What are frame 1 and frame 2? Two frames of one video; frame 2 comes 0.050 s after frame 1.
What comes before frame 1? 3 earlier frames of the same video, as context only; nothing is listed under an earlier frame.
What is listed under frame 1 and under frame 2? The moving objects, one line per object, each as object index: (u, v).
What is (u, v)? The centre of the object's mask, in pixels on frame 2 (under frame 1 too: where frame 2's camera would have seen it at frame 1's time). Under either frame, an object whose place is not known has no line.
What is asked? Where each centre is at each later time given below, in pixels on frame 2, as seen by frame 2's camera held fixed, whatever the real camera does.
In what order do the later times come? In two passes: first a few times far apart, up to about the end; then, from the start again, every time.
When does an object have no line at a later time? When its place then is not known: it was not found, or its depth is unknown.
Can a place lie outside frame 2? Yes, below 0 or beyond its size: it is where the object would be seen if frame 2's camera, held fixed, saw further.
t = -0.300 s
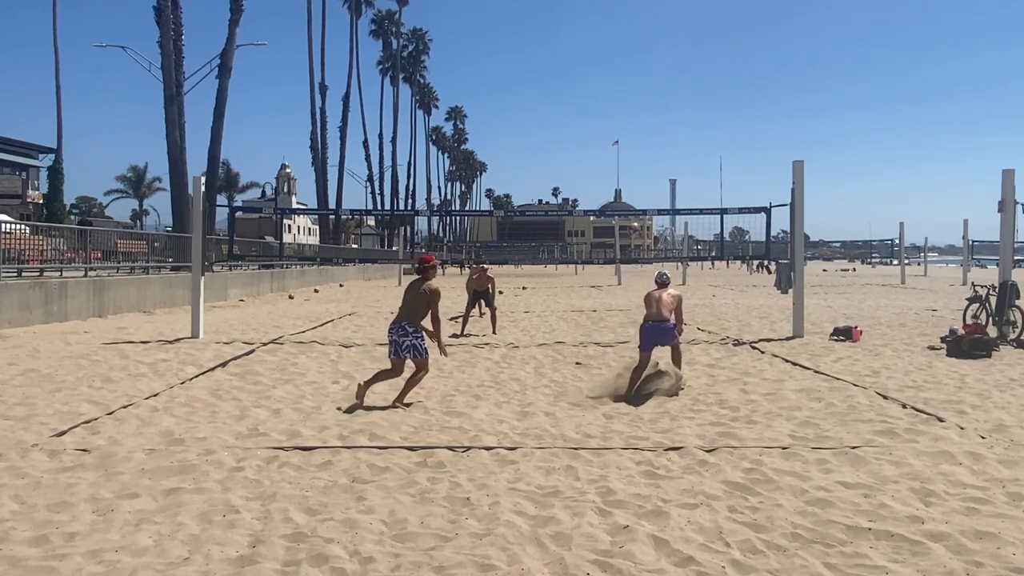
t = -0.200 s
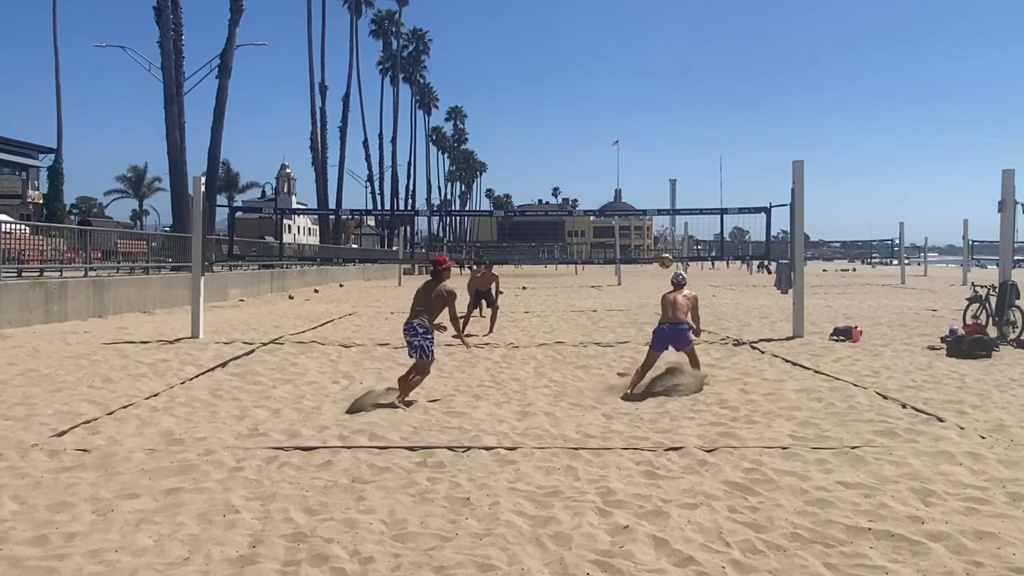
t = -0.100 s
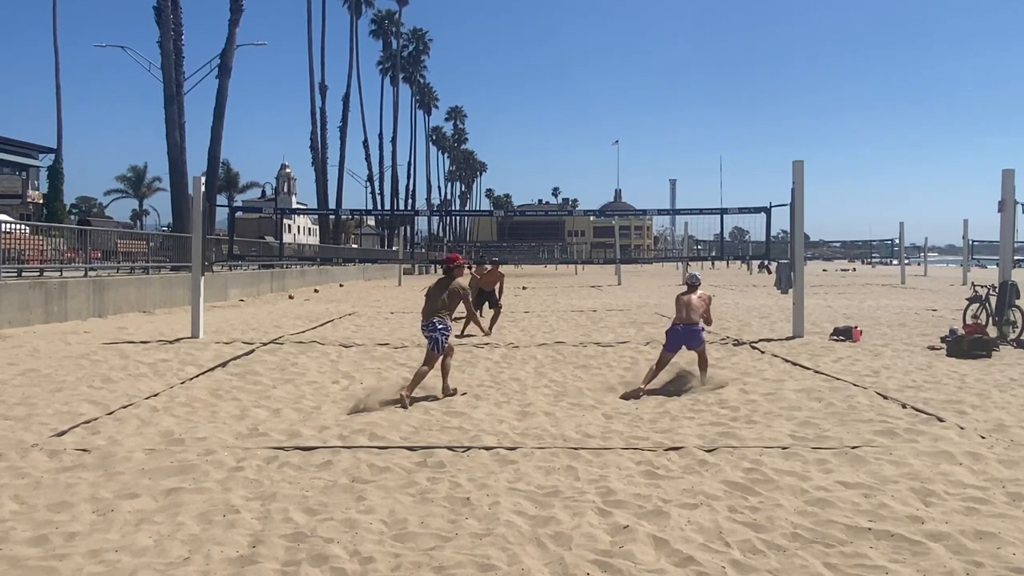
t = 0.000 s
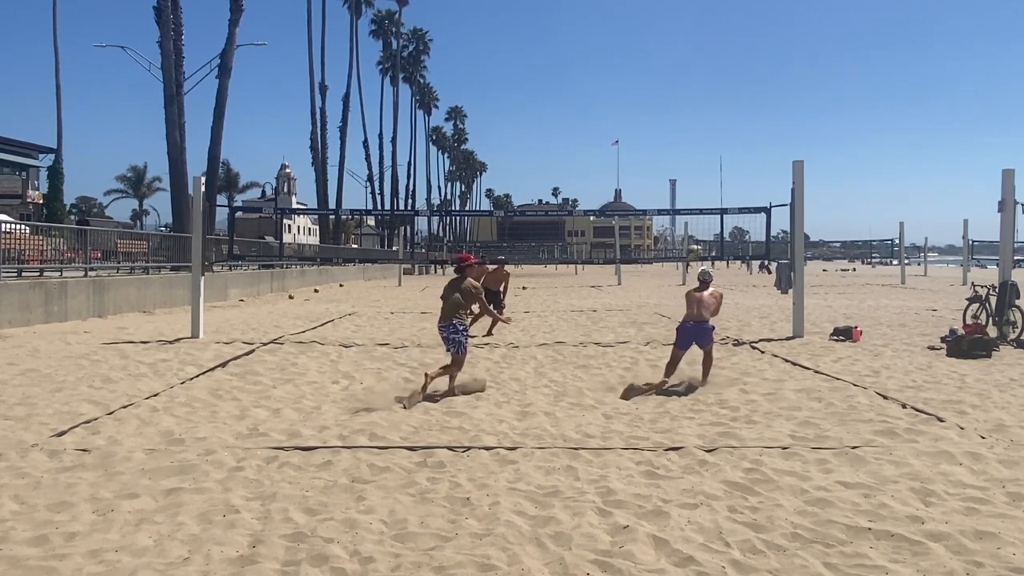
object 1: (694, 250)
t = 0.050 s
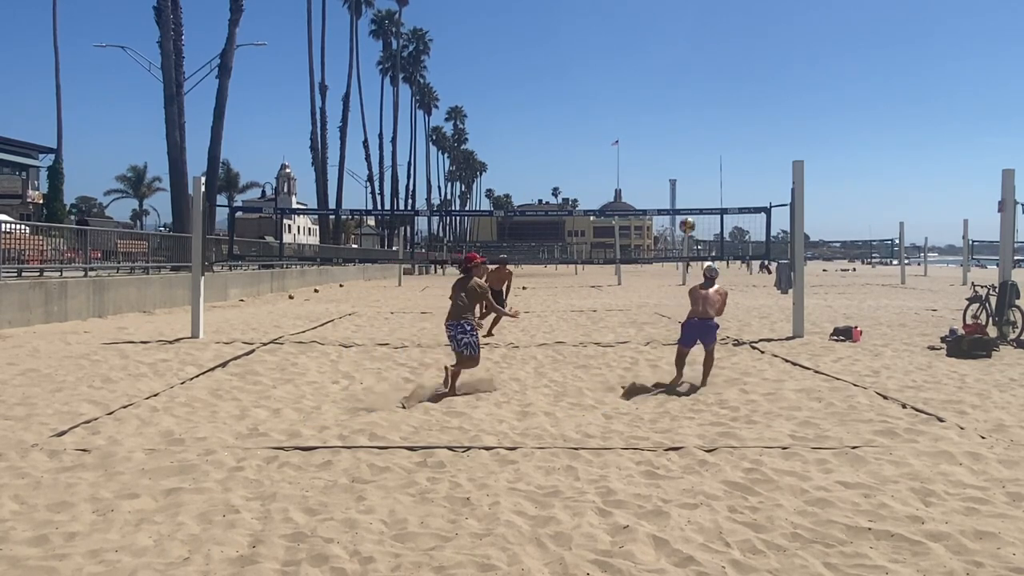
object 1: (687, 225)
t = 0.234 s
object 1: (665, 146)
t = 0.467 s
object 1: (638, 82)
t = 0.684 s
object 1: (613, 60)
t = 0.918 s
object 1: (589, 70)
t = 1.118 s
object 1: (568, 106)
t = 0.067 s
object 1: (685, 217)
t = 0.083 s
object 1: (683, 209)
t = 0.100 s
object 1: (681, 201)
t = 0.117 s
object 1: (680, 193)
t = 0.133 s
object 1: (676, 185)
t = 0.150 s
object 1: (675, 179)
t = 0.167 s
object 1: (673, 171)
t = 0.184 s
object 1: (671, 164)
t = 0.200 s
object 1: (669, 158)
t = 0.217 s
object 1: (667, 152)
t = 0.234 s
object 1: (665, 146)
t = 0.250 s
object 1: (663, 140)
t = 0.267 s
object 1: (661, 134)
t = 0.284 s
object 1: (659, 129)
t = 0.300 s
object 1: (657, 123)
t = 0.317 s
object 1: (655, 118)
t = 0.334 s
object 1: (653, 113)
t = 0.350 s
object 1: (651, 109)
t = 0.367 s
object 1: (649, 104)
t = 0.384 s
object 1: (647, 100)
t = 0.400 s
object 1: (645, 96)
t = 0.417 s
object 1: (643, 93)
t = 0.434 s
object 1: (642, 89)
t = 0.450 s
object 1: (640, 86)
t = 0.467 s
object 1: (638, 82)
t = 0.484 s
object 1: (636, 79)
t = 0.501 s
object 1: (634, 77)
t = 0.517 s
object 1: (632, 74)
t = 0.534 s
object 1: (630, 72)
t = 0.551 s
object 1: (628, 70)
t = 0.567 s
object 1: (626, 67)
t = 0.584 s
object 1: (625, 66)
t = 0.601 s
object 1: (623, 64)
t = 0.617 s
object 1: (621, 63)
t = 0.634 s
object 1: (619, 62)
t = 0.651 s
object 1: (617, 61)
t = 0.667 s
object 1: (615, 60)
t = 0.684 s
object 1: (613, 60)
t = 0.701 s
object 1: (612, 59)
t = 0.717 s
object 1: (610, 59)
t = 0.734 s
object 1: (608, 59)
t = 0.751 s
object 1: (606, 59)
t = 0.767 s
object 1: (605, 59)
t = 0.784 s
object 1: (603, 60)
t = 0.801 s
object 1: (601, 60)
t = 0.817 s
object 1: (599, 61)
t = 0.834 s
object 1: (597, 62)
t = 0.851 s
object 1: (596, 64)
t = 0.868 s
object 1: (594, 65)
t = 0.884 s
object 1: (592, 67)
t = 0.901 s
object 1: (591, 68)
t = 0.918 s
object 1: (589, 70)
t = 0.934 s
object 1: (587, 72)
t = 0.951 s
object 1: (585, 75)
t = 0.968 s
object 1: (584, 77)
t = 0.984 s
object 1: (582, 80)
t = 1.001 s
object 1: (580, 83)
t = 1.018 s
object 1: (579, 85)
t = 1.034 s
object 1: (577, 89)
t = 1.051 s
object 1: (575, 92)
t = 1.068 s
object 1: (574, 95)
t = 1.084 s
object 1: (572, 98)
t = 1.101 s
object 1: (570, 102)
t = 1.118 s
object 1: (568, 106)
